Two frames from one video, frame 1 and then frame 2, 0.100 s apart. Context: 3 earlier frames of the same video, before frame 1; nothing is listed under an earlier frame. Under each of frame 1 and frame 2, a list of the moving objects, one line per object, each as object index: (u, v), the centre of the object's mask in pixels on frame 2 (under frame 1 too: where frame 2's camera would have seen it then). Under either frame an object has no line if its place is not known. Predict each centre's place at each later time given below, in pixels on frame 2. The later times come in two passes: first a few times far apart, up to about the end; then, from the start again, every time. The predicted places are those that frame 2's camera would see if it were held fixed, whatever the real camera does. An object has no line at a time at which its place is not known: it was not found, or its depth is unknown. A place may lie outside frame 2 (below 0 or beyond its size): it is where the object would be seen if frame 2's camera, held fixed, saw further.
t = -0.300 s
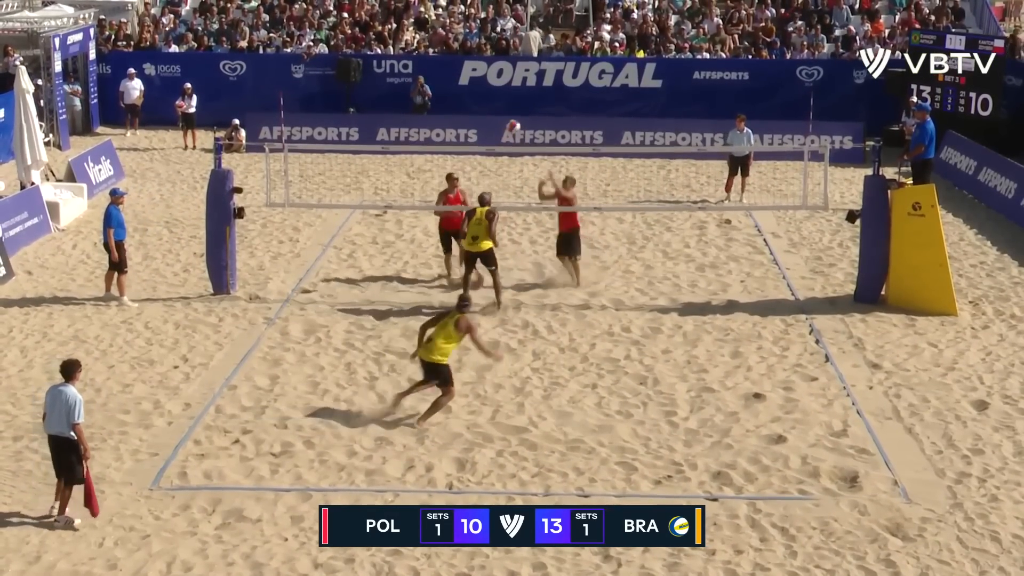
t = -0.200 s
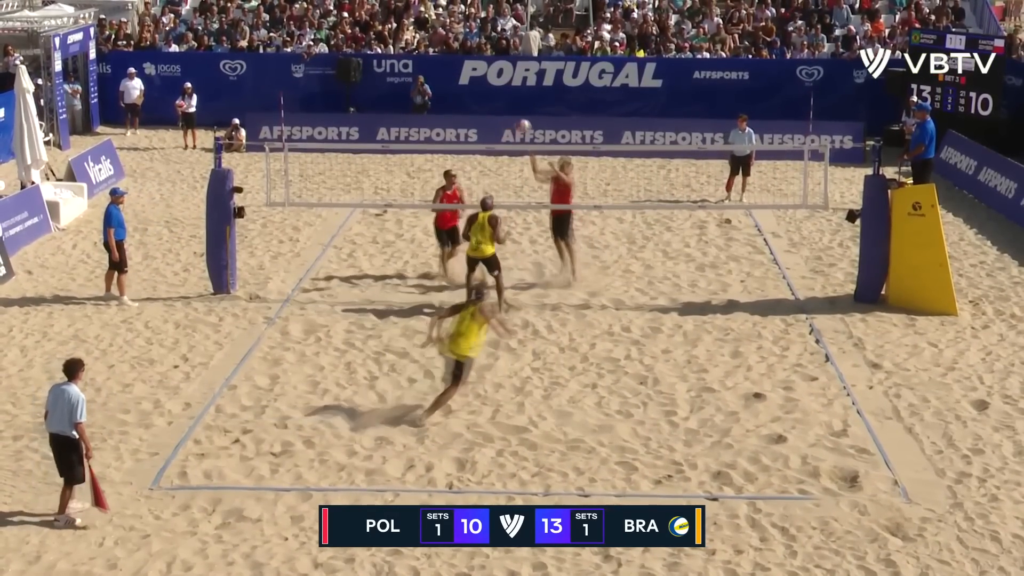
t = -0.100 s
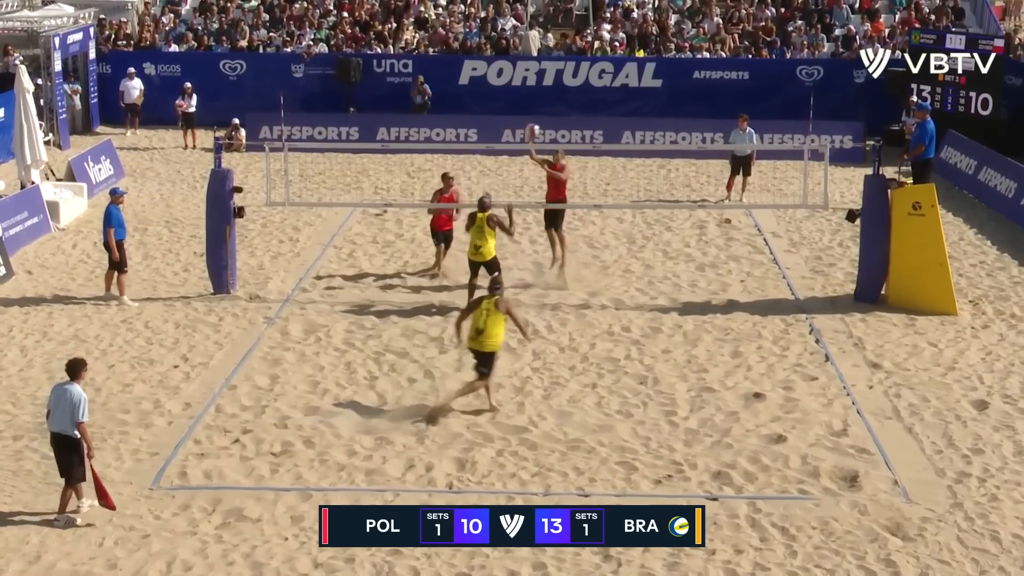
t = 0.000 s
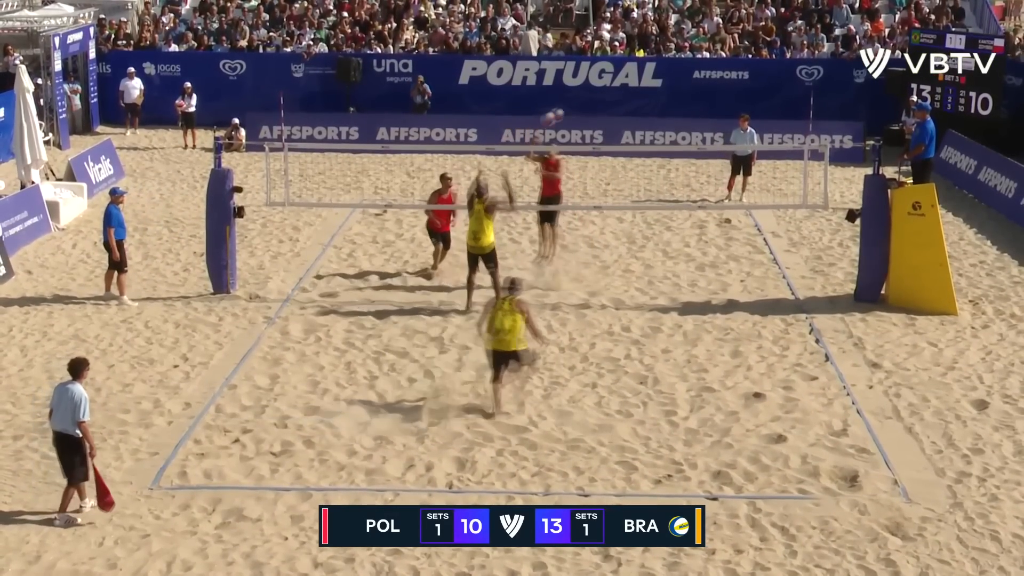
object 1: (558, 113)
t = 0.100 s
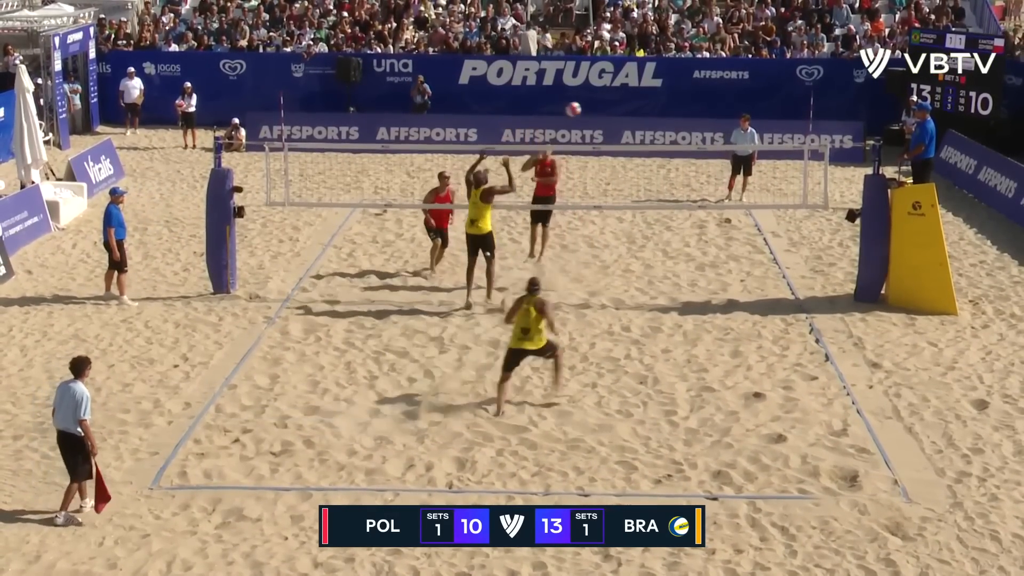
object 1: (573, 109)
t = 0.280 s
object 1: (606, 107)
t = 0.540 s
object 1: (668, 152)
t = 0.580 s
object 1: (677, 161)
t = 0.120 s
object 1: (585, 105)
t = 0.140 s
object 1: (581, 107)
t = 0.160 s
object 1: (593, 104)
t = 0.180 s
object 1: (590, 107)
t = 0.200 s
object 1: (595, 106)
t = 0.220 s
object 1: (598, 106)
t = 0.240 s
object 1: (610, 107)
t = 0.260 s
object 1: (608, 109)
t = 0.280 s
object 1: (606, 107)
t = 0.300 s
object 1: (616, 112)
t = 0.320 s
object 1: (628, 115)
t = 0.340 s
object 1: (624, 116)
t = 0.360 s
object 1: (637, 120)
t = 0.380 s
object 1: (633, 121)
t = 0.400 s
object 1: (636, 122)
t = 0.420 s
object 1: (642, 126)
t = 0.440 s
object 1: (645, 127)
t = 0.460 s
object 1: (650, 132)
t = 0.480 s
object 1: (655, 137)
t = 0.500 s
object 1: (659, 142)
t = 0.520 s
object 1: (665, 147)
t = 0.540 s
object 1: (668, 152)
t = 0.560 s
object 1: (670, 152)
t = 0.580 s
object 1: (677, 161)
